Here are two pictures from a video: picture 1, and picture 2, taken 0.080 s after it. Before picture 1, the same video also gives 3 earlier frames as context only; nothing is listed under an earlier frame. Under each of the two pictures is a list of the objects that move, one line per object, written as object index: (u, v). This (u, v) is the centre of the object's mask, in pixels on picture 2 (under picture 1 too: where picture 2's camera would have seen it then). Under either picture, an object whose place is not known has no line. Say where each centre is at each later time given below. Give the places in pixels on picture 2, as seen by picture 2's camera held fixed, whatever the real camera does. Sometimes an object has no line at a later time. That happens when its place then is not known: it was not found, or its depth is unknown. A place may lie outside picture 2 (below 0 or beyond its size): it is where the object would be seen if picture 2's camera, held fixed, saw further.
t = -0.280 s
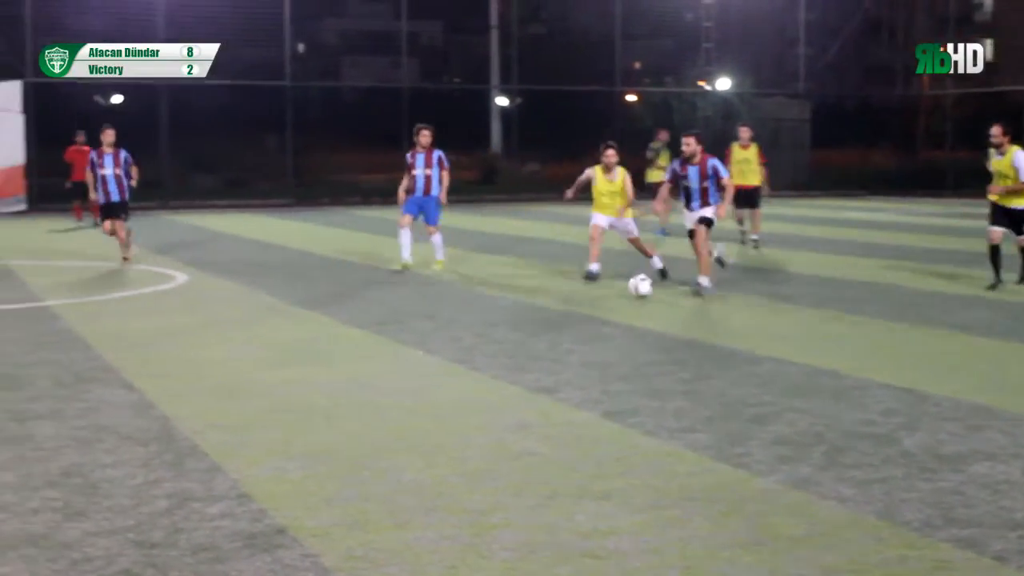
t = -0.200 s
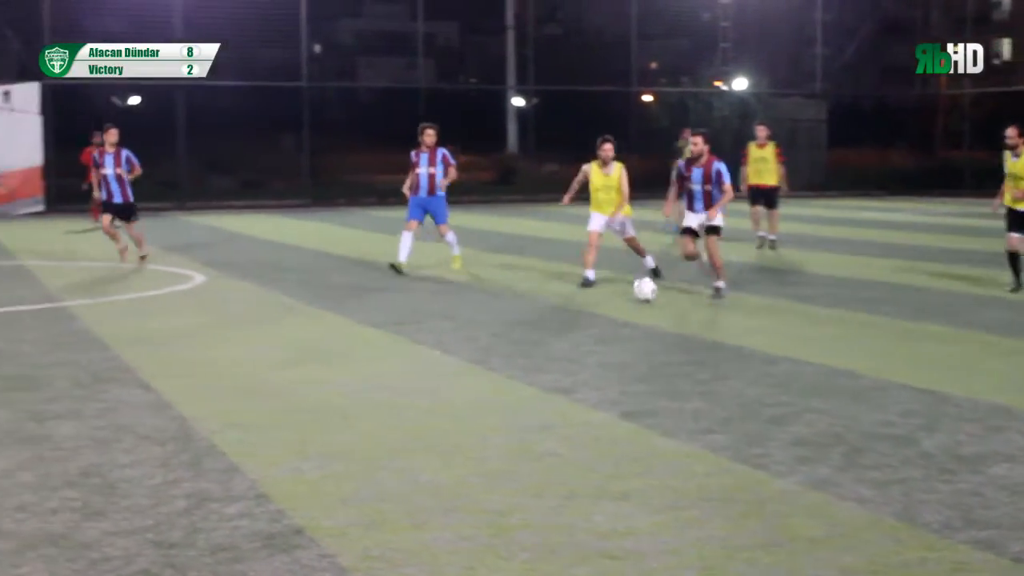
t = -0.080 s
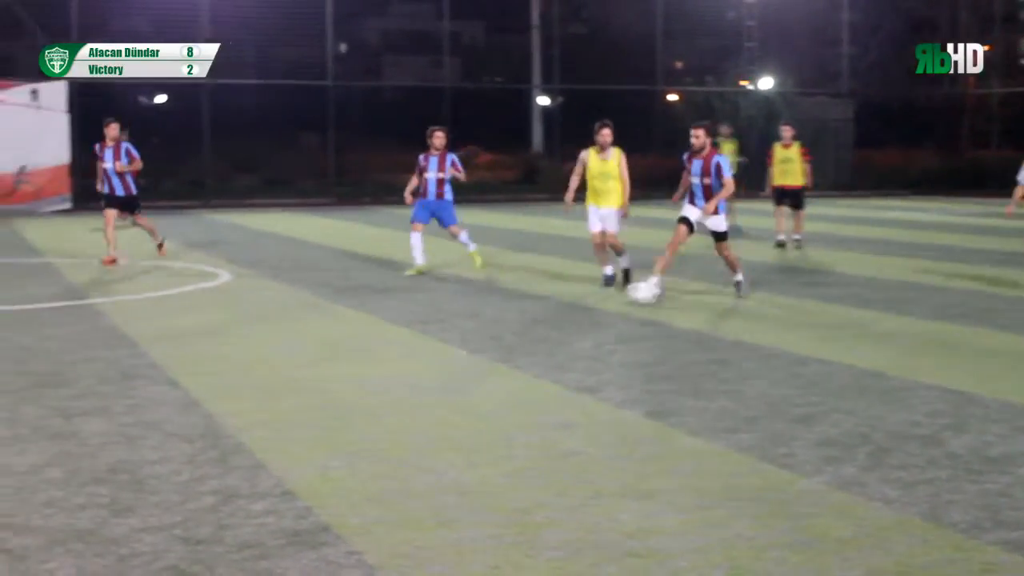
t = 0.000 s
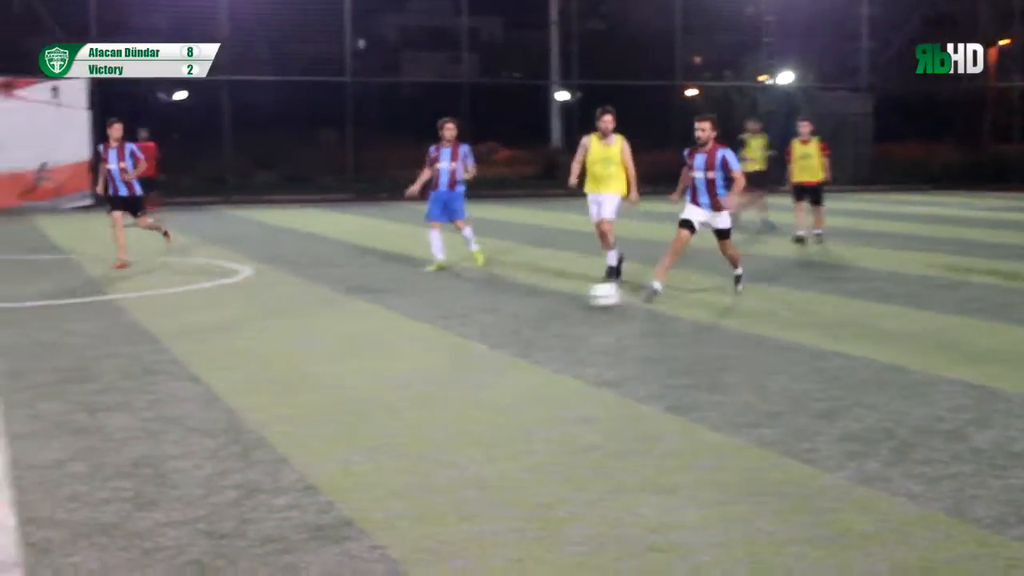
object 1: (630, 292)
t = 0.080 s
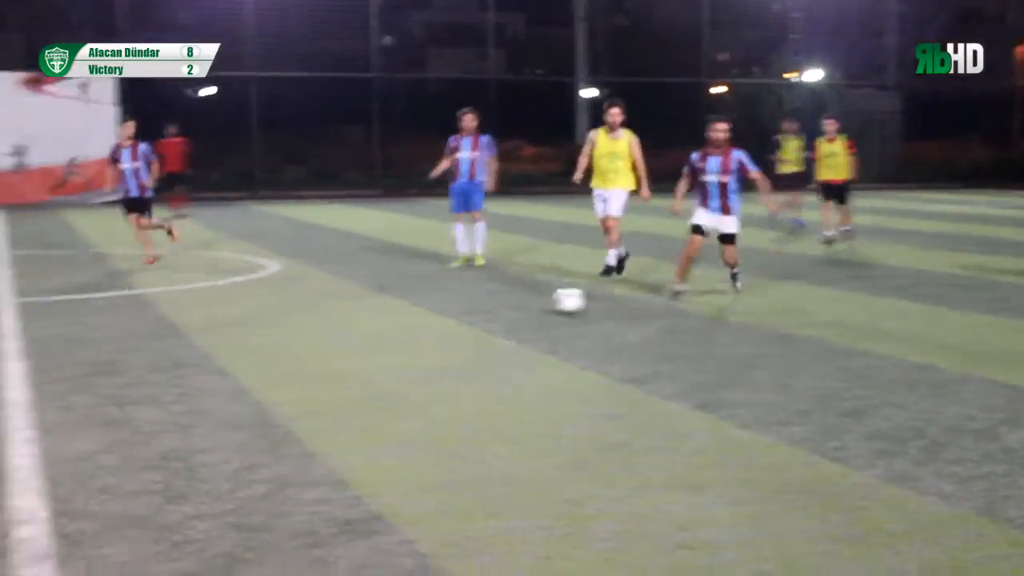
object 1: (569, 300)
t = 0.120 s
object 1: (537, 304)
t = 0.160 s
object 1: (506, 309)
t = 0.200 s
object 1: (474, 312)
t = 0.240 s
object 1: (442, 315)
